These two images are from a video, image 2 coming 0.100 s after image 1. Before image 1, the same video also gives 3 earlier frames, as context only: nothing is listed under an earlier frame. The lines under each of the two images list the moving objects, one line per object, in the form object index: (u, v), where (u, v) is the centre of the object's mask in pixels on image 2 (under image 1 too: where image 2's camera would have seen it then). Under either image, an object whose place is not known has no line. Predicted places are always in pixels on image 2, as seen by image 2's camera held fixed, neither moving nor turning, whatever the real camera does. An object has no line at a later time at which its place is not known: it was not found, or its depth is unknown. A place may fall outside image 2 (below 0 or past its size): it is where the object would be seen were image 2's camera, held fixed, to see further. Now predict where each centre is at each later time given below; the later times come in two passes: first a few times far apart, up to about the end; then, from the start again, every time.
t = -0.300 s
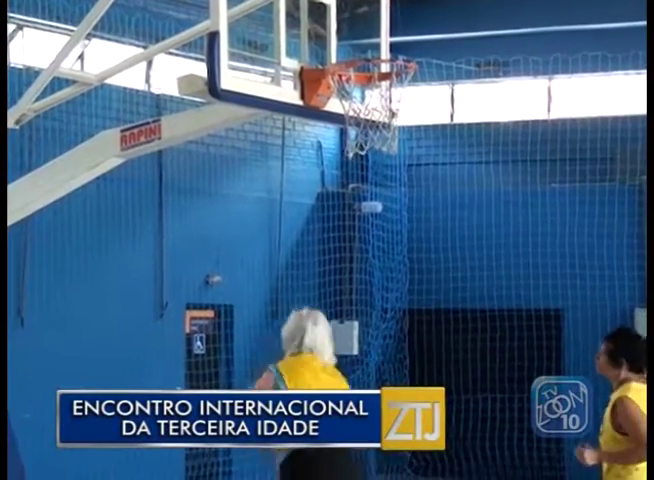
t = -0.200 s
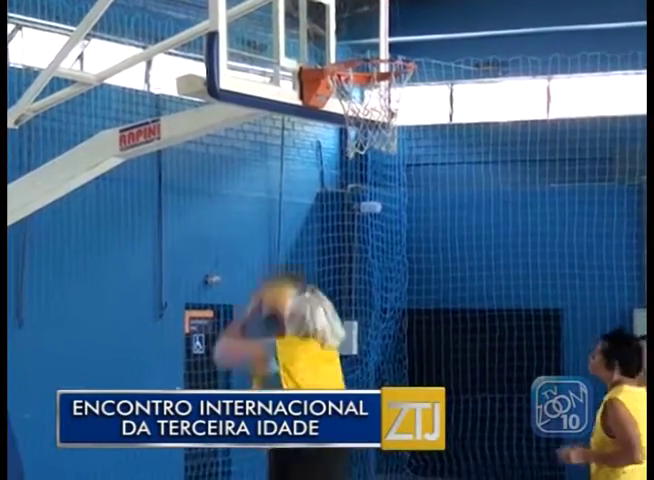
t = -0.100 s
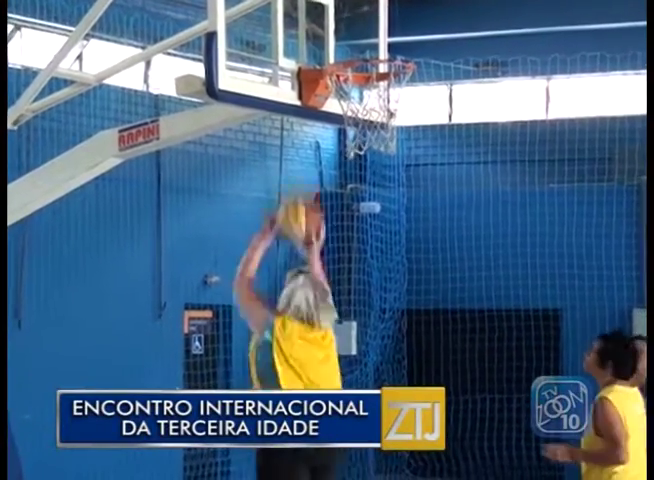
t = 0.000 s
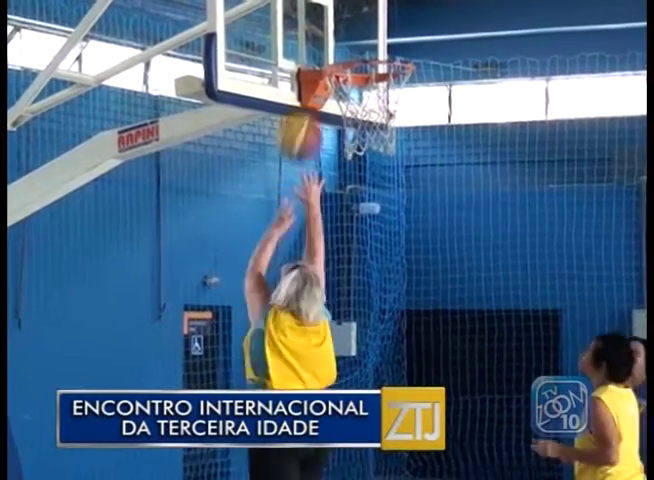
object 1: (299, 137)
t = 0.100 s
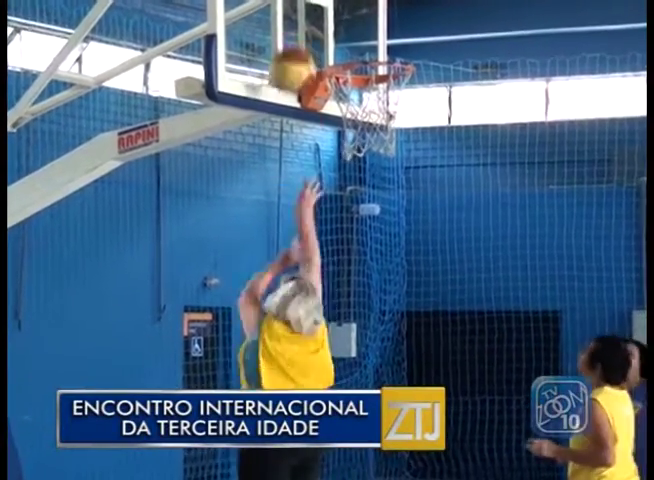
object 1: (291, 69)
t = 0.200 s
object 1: (292, 26)
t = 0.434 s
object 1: (373, 39)
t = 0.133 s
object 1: (290, 51)
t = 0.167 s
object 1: (287, 36)
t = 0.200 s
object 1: (292, 26)
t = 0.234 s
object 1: (305, 23)
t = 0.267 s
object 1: (315, 21)
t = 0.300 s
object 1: (329, 19)
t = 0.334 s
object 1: (338, 22)
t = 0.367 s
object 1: (351, 25)
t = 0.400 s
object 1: (358, 31)
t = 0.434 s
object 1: (373, 39)
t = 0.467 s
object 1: (385, 49)
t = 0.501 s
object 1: (388, 59)
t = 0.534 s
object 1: (380, 62)
